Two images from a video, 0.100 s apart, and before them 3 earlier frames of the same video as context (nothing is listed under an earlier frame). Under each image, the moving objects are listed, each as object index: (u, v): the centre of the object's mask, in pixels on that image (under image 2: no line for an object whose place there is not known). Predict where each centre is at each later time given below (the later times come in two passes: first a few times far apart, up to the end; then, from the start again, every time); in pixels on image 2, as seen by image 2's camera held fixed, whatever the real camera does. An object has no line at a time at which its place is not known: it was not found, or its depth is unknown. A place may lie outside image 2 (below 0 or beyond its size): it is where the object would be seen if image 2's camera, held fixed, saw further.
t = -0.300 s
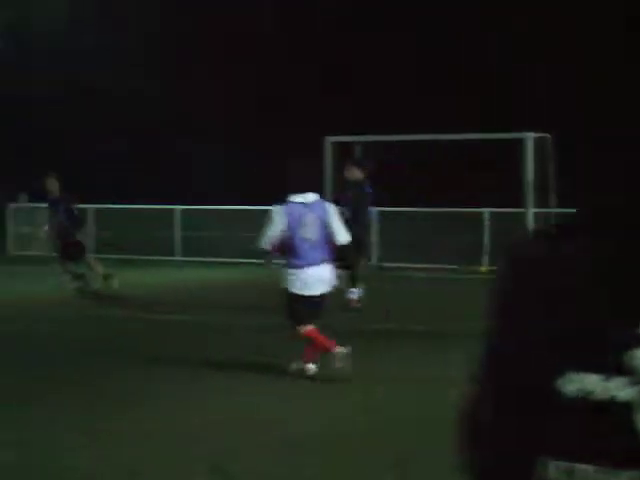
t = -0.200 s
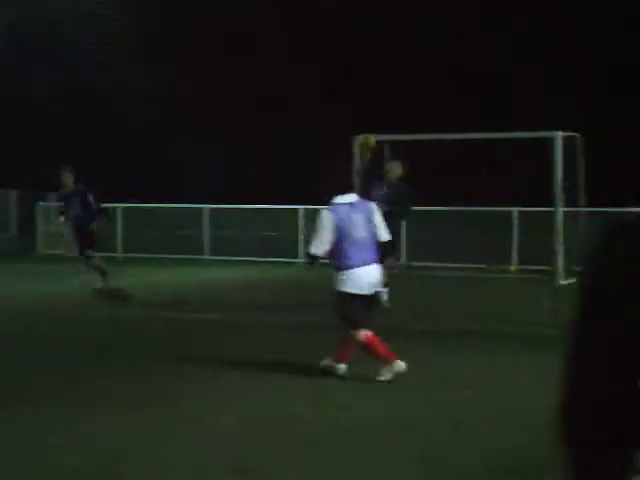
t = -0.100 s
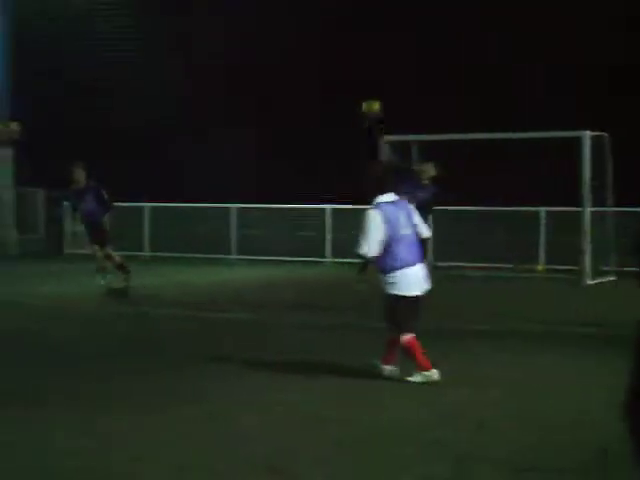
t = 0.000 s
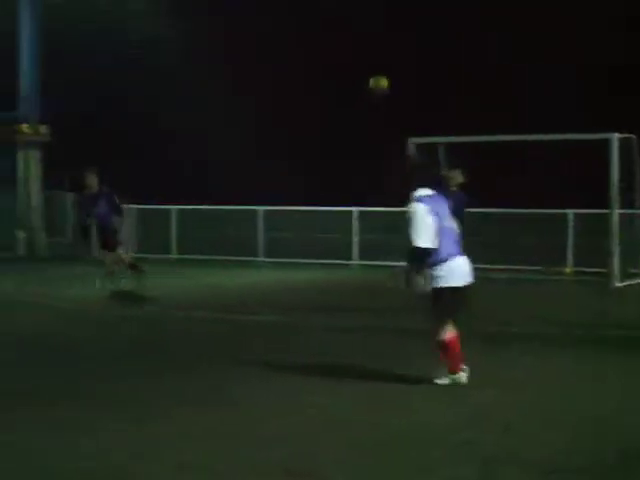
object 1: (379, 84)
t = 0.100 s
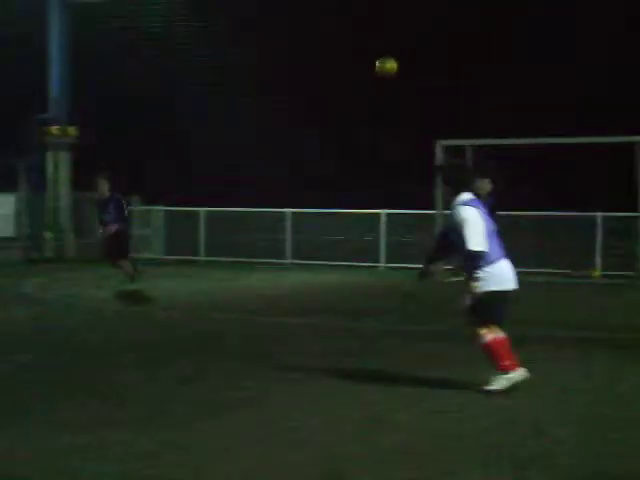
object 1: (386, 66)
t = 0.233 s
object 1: (355, 52)
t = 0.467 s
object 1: (288, 72)
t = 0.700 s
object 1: (191, 211)
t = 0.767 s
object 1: (150, 292)
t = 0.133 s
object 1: (379, 61)
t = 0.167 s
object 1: (371, 58)
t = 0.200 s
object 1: (363, 54)
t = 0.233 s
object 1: (355, 52)
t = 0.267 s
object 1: (347, 49)
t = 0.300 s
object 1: (338, 51)
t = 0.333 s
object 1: (330, 51)
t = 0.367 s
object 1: (320, 54)
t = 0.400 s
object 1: (309, 58)
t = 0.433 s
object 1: (299, 64)
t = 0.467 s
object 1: (288, 72)
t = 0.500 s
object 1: (277, 81)
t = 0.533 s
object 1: (266, 95)
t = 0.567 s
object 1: (254, 110)
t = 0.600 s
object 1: (239, 130)
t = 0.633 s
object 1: (224, 153)
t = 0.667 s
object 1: (208, 179)
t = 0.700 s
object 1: (191, 211)
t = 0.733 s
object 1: (171, 253)
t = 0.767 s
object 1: (150, 292)
